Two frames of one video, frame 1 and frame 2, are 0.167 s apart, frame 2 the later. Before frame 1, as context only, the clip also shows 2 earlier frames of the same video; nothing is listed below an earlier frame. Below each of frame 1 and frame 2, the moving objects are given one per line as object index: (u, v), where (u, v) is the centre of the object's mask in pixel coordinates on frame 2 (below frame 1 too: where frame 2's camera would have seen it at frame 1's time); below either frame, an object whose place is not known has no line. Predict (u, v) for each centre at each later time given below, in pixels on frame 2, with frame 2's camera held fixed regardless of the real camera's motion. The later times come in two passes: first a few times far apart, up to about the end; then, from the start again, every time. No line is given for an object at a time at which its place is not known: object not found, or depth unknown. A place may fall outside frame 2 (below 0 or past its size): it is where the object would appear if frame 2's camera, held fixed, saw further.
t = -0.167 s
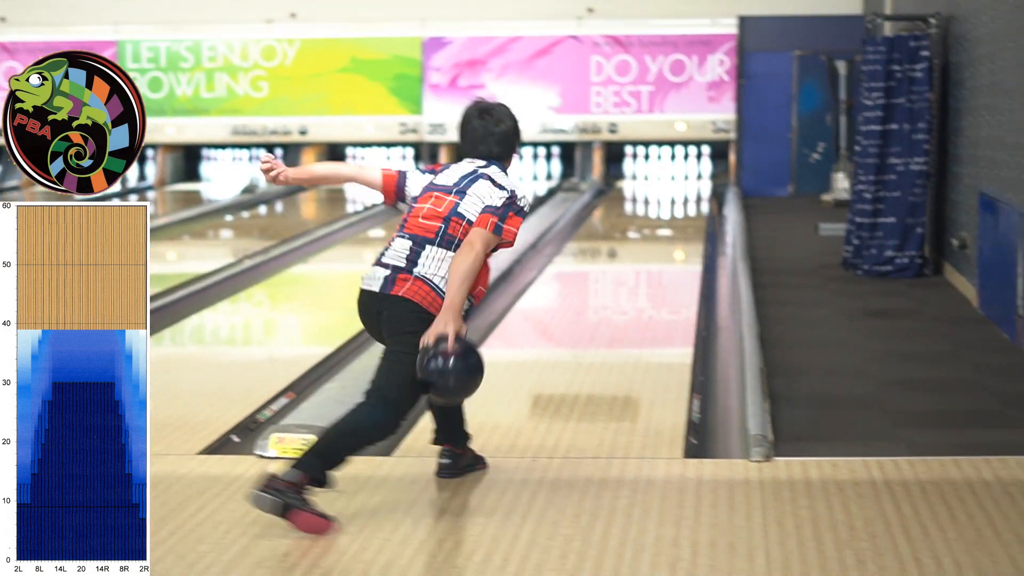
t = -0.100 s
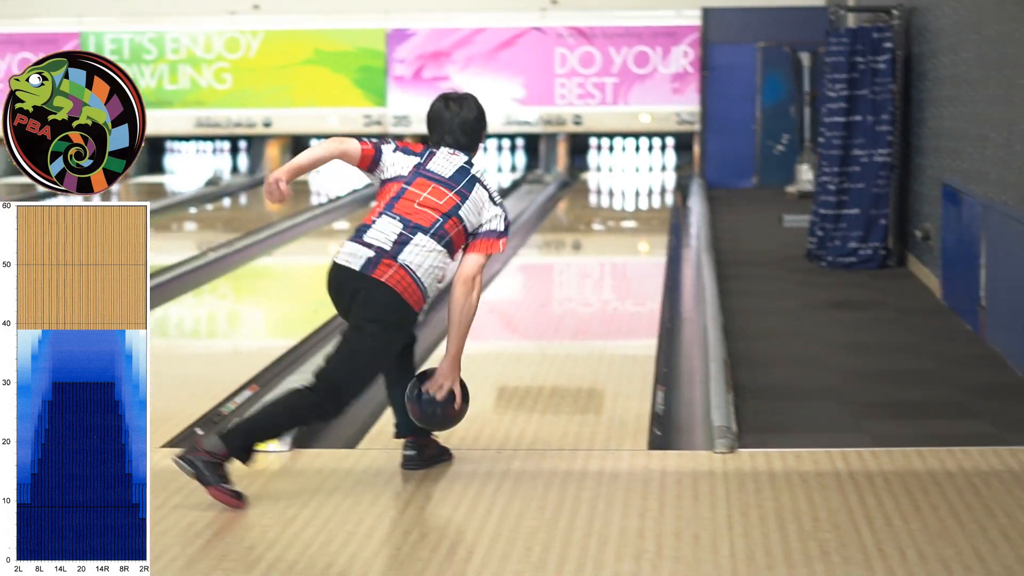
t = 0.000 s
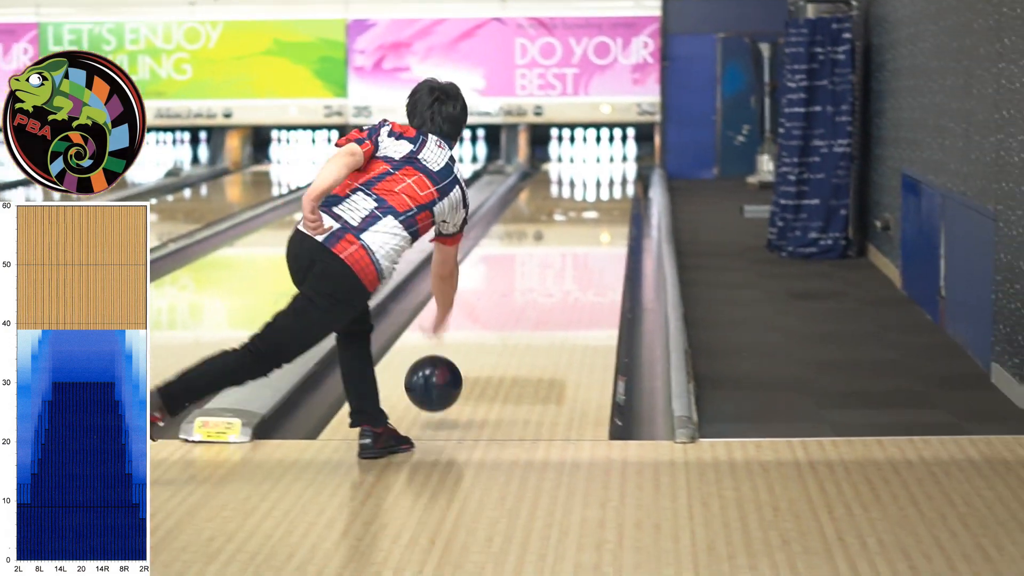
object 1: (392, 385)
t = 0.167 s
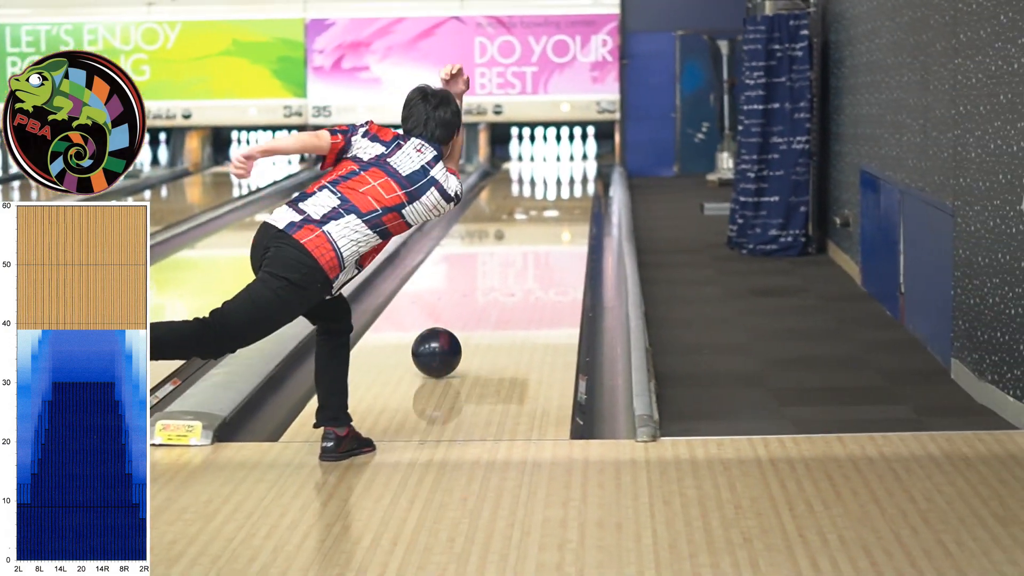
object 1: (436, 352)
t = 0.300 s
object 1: (463, 323)
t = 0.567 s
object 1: (501, 278)
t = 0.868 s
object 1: (530, 243)
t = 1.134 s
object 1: (549, 219)
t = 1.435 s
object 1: (564, 197)
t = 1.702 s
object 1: (573, 183)
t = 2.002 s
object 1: (574, 169)
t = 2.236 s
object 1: (568, 161)
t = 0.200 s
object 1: (443, 345)
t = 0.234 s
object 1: (450, 337)
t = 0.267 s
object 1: (457, 330)
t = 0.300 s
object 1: (463, 323)
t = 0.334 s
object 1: (469, 317)
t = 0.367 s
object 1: (474, 311)
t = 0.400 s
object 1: (479, 305)
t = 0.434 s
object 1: (484, 299)
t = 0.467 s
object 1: (488, 294)
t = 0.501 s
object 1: (485, 295)
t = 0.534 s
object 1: (497, 283)
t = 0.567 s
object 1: (501, 278)
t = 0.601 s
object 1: (505, 274)
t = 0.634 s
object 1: (509, 269)
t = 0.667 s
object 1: (512, 265)
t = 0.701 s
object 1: (515, 261)
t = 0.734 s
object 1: (519, 257)
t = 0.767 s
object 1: (522, 254)
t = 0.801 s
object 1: (525, 250)
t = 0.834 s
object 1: (528, 246)
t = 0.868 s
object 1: (530, 243)
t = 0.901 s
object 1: (533, 240)
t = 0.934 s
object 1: (536, 237)
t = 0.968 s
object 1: (538, 233)
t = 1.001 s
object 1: (540, 230)
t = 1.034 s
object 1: (543, 227)
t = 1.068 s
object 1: (545, 224)
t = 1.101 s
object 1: (547, 221)
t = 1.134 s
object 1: (549, 219)
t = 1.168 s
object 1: (551, 216)
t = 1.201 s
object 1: (553, 214)
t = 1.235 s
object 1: (555, 211)
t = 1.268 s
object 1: (556, 209)
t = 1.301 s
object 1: (558, 206)
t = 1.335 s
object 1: (560, 204)
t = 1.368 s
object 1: (561, 202)
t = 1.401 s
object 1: (563, 199)
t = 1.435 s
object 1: (564, 197)
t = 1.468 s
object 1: (569, 196)
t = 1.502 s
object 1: (566, 193)
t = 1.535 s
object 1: (568, 191)
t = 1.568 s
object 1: (569, 189)
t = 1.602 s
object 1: (570, 188)
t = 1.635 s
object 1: (571, 186)
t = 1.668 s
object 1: (572, 184)
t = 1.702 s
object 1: (573, 183)
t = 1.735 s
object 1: (573, 181)
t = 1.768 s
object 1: (574, 179)
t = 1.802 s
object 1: (574, 178)
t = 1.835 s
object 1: (575, 176)
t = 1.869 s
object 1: (575, 175)
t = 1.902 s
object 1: (575, 173)
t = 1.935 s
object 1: (575, 171)
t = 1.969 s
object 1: (575, 170)
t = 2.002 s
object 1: (574, 169)
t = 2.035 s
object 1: (574, 168)
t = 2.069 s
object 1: (573, 166)
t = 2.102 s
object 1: (573, 165)
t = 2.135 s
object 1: (572, 164)
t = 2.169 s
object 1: (571, 163)
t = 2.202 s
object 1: (569, 162)
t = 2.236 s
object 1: (568, 161)
